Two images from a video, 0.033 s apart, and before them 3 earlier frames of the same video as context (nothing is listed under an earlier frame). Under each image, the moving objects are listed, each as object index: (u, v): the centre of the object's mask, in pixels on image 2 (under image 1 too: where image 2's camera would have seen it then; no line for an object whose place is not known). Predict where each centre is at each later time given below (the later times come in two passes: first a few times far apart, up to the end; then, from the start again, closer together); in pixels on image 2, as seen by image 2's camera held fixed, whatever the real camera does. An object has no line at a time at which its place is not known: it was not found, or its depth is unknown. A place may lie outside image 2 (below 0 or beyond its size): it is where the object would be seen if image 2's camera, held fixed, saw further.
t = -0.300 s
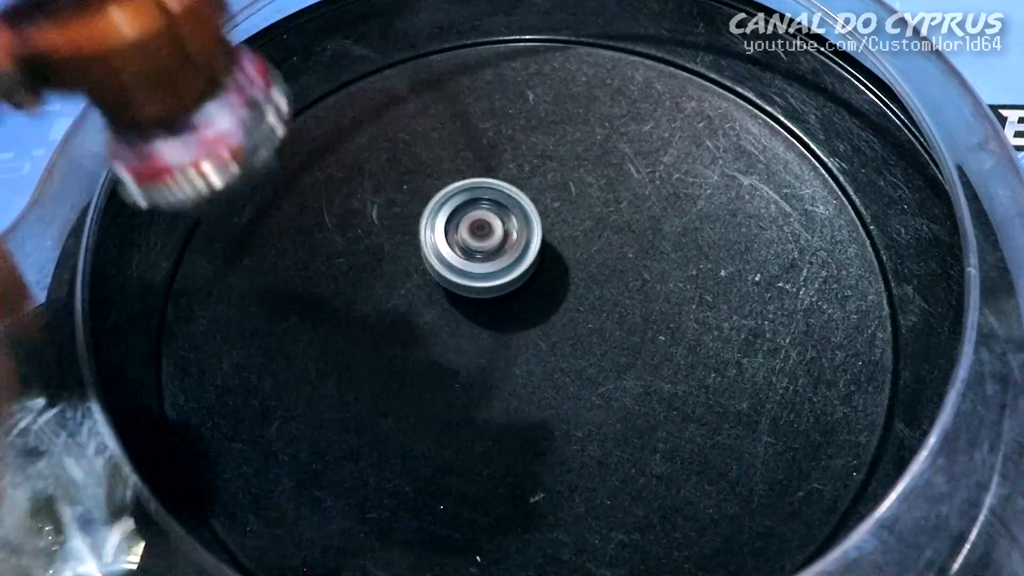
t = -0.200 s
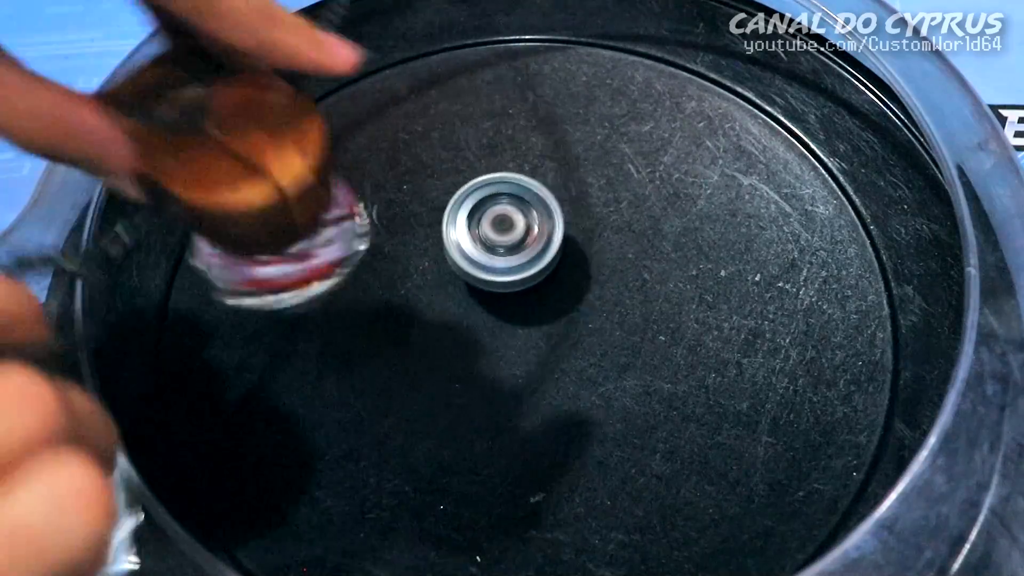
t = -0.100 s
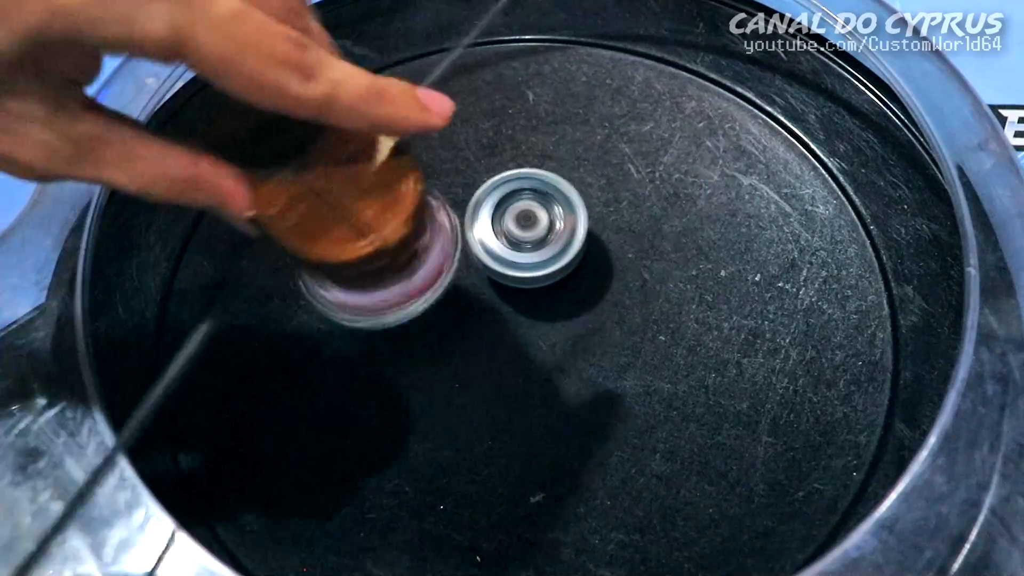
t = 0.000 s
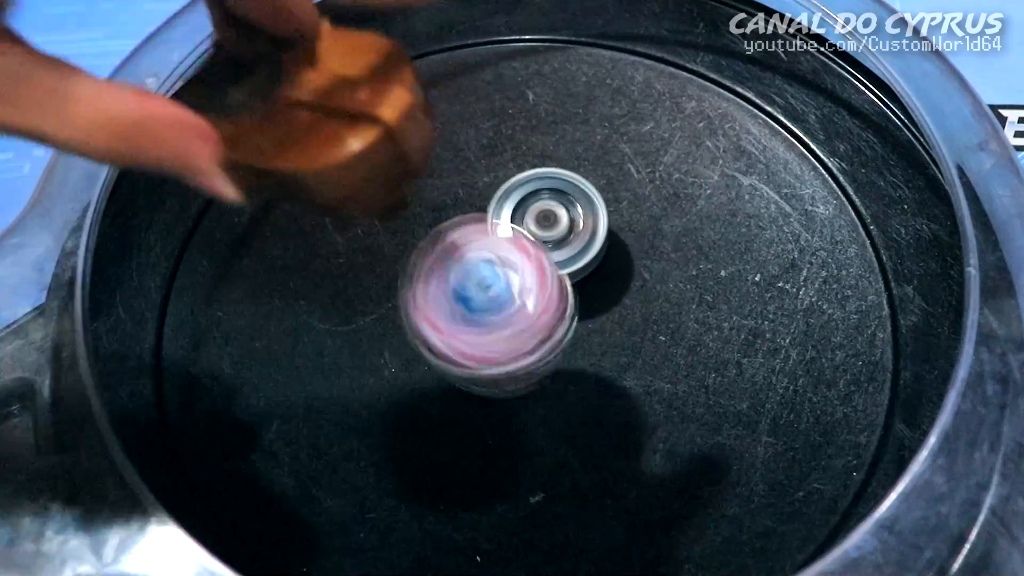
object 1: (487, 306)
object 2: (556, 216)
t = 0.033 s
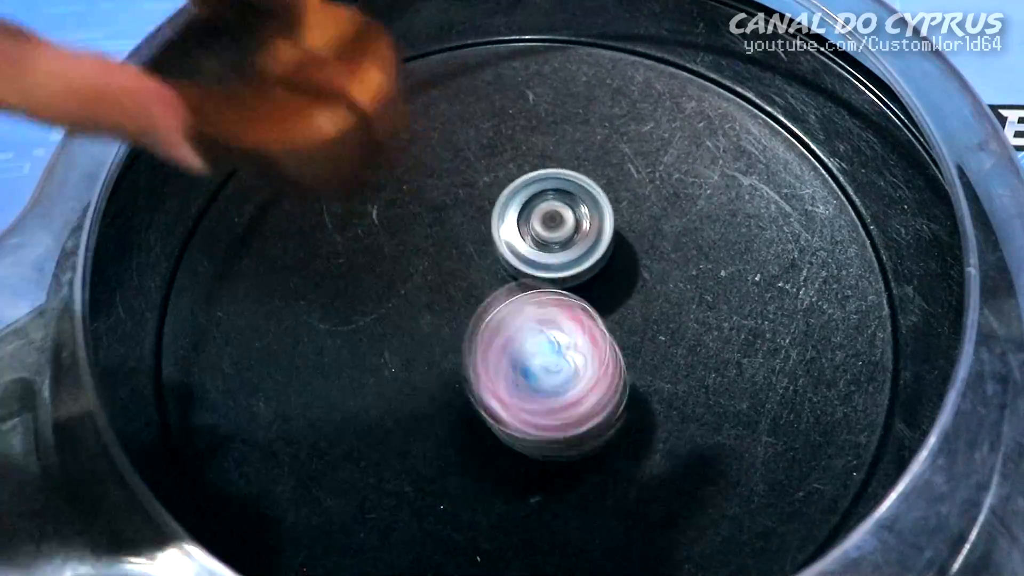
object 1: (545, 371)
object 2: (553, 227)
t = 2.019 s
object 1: (591, 436)
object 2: (404, 231)
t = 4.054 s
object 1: (529, 411)
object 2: (424, 254)
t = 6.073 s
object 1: (465, 316)
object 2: (595, 269)
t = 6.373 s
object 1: (262, 357)
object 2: (771, 185)
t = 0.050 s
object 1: (568, 387)
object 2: (555, 229)
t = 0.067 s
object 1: (586, 373)
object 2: (559, 228)
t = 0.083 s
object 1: (604, 363)
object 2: (562, 227)
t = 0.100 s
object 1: (623, 356)
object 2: (565, 230)
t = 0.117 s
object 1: (642, 354)
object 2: (568, 233)
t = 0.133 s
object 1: (660, 357)
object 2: (571, 236)
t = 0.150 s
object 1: (677, 364)
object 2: (572, 238)
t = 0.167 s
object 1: (694, 375)
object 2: (575, 239)
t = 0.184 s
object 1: (707, 384)
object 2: (578, 239)
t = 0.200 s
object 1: (716, 379)
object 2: (582, 239)
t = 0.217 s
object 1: (724, 378)
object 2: (585, 240)
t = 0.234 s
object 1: (729, 379)
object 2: (589, 244)
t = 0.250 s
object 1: (731, 377)
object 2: (592, 247)
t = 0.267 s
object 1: (731, 375)
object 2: (596, 248)
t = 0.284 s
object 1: (728, 373)
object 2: (600, 250)
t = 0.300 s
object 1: (723, 372)
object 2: (605, 250)
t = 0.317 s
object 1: (716, 372)
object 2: (610, 251)
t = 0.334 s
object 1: (708, 371)
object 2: (616, 253)
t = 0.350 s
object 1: (700, 369)
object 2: (621, 254)
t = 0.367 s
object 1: (692, 369)
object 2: (625, 255)
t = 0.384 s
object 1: (684, 369)
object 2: (628, 254)
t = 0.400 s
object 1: (680, 375)
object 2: (629, 251)
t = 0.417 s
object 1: (684, 393)
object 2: (621, 232)
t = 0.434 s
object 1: (686, 412)
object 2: (613, 212)
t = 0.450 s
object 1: (686, 427)
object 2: (604, 197)
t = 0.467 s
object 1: (684, 441)
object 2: (595, 185)
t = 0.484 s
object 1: (681, 451)
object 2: (586, 176)
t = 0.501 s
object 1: (678, 459)
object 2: (577, 171)
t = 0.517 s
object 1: (673, 464)
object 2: (569, 168)
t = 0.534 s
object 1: (667, 468)
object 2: (560, 167)
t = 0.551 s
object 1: (660, 469)
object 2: (552, 167)
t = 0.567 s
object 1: (653, 470)
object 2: (545, 168)
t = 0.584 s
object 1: (646, 470)
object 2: (538, 170)
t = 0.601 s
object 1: (639, 469)
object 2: (531, 174)
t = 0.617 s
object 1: (633, 468)
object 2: (525, 177)
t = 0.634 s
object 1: (627, 467)
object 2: (520, 182)
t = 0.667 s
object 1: (615, 466)
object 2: (509, 191)
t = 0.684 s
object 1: (608, 465)
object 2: (503, 198)
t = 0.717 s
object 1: (596, 461)
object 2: (493, 210)
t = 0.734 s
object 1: (591, 459)
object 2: (489, 217)
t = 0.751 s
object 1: (587, 457)
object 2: (486, 223)
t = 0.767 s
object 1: (582, 455)
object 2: (482, 229)
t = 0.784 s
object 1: (578, 452)
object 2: (480, 235)
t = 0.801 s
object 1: (574, 450)
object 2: (479, 241)
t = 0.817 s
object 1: (571, 448)
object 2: (478, 247)
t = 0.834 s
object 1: (567, 446)
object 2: (478, 254)
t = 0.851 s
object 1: (563, 444)
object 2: (478, 260)
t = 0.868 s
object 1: (559, 442)
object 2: (479, 268)
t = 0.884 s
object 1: (554, 439)
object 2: (480, 274)
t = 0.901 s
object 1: (551, 437)
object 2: (481, 281)
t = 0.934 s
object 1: (544, 432)
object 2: (485, 293)
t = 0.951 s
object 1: (541, 430)
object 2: (487, 298)
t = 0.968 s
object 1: (538, 427)
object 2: (489, 303)
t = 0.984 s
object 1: (537, 428)
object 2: (491, 306)
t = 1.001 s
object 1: (545, 450)
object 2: (487, 287)
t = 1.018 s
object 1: (556, 480)
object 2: (478, 257)
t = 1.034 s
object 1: (566, 502)
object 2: (470, 230)
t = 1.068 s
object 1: (582, 527)
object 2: (456, 191)
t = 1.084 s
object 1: (588, 535)
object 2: (450, 173)
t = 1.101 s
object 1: (593, 542)
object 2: (446, 160)
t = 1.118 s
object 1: (596, 546)
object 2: (440, 148)
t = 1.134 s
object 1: (597, 549)
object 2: (435, 141)
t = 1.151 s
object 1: (596, 551)
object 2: (429, 136)
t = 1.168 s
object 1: (593, 552)
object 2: (423, 133)
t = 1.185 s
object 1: (589, 551)
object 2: (417, 133)
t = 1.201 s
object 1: (583, 551)
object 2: (411, 135)
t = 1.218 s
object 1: (575, 550)
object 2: (404, 138)
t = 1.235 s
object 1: (567, 548)
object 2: (397, 142)
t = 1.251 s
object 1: (560, 546)
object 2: (389, 146)
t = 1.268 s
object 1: (552, 544)
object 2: (382, 150)
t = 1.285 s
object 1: (543, 541)
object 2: (376, 153)
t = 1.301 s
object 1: (536, 538)
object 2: (370, 158)
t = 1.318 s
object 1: (528, 534)
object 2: (364, 162)
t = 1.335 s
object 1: (522, 530)
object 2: (360, 167)
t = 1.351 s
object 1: (515, 525)
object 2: (357, 172)
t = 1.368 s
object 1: (510, 521)
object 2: (354, 177)
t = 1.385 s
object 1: (505, 516)
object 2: (353, 183)
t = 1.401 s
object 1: (501, 510)
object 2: (352, 189)
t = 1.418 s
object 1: (498, 503)
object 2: (351, 195)
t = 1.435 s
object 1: (495, 497)
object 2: (351, 202)
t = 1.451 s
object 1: (492, 488)
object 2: (351, 208)
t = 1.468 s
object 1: (490, 480)
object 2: (352, 215)
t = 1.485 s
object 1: (489, 472)
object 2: (352, 221)
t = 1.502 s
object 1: (488, 467)
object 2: (353, 228)
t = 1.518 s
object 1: (487, 461)
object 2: (355, 234)
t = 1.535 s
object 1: (486, 454)
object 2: (358, 239)
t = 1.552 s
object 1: (487, 449)
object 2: (360, 245)
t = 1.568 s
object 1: (487, 446)
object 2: (363, 251)
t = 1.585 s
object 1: (488, 442)
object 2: (366, 256)
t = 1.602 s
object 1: (488, 438)
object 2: (370, 262)
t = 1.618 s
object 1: (489, 434)
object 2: (374, 267)
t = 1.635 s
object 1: (490, 430)
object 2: (379, 271)
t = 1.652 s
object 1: (490, 428)
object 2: (384, 275)
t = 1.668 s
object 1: (491, 424)
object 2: (390, 278)
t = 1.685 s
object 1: (492, 420)
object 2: (396, 282)
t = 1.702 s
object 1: (493, 416)
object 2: (403, 285)
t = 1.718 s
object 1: (494, 414)
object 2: (409, 288)
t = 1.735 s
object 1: (496, 411)
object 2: (416, 291)
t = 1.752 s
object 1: (497, 407)
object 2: (422, 294)
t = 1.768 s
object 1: (498, 404)
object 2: (428, 296)
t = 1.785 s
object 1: (503, 406)
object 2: (431, 294)
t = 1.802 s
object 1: (517, 418)
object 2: (423, 278)
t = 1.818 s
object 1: (531, 429)
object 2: (416, 261)
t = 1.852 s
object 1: (557, 445)
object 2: (407, 235)
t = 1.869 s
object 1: (567, 450)
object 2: (405, 227)
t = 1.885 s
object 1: (575, 453)
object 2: (404, 222)
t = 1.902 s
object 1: (581, 453)
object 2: (403, 220)
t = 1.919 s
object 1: (586, 452)
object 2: (403, 219)
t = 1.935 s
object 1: (589, 451)
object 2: (403, 220)
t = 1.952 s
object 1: (591, 448)
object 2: (403, 221)
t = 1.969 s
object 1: (592, 444)
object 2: (403, 223)
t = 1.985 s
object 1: (593, 443)
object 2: (404, 226)
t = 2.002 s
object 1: (592, 440)
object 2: (404, 228)
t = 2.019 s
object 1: (591, 436)
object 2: (404, 231)
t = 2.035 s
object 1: (591, 433)
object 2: (405, 234)
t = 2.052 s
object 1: (591, 431)
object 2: (406, 238)
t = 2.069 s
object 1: (590, 428)
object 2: (408, 242)
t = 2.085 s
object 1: (589, 425)
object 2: (411, 245)
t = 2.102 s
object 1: (588, 421)
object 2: (413, 247)
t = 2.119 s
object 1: (588, 420)
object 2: (416, 249)
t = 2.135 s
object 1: (586, 416)
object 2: (419, 251)
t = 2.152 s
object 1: (585, 412)
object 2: (423, 253)
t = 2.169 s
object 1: (585, 409)
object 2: (427, 256)
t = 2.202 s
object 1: (583, 403)
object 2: (437, 260)
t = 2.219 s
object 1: (582, 399)
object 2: (442, 262)
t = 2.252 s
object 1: (581, 393)
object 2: (452, 266)
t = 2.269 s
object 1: (580, 390)
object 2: (457, 268)
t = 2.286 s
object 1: (579, 386)
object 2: (462, 269)
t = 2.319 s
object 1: (577, 379)
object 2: (472, 272)
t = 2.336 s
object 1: (576, 374)
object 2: (477, 273)
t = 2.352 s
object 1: (575, 370)
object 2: (482, 274)
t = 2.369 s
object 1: (575, 367)
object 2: (487, 274)
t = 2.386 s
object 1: (577, 366)
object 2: (489, 271)
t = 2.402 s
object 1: (580, 367)
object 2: (492, 267)
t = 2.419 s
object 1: (583, 366)
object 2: (494, 264)
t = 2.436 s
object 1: (585, 365)
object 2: (496, 262)
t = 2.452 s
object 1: (586, 363)
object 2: (499, 261)
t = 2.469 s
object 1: (586, 360)
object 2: (502, 260)
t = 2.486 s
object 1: (586, 357)
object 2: (505, 258)
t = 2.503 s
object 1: (586, 356)
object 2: (507, 256)
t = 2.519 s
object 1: (586, 353)
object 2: (509, 255)
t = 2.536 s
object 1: (597, 363)
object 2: (503, 243)
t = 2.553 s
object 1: (611, 376)
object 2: (491, 226)
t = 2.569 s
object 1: (624, 388)
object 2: (482, 212)
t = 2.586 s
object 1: (634, 397)
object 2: (475, 200)
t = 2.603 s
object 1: (642, 404)
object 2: (470, 192)
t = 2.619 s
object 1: (647, 409)
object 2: (465, 188)
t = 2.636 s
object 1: (651, 413)
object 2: (460, 185)
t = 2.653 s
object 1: (652, 414)
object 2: (457, 183)
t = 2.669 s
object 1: (652, 413)
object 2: (453, 183)
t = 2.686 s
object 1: (652, 413)
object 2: (450, 184)
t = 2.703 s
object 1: (650, 411)
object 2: (446, 185)
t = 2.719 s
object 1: (647, 408)
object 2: (443, 187)
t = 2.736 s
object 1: (644, 405)
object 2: (440, 189)
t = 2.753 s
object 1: (642, 404)
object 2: (438, 192)
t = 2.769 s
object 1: (637, 401)
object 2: (436, 195)
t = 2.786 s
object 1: (633, 398)
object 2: (435, 199)
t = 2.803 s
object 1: (630, 396)
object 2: (434, 202)
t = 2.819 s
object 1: (626, 394)
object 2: (434, 206)
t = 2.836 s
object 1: (621, 392)
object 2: (434, 210)
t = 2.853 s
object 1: (617, 388)
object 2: (434, 214)
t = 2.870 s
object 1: (614, 387)
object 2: (435, 218)
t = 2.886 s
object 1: (609, 384)
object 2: (437, 222)
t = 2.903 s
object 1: (605, 381)
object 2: (438, 226)
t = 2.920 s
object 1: (601, 378)
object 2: (441, 230)
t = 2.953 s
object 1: (594, 374)
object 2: (446, 239)
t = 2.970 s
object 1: (590, 371)
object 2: (449, 243)
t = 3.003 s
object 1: (583, 367)
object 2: (456, 253)
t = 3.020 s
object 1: (579, 363)
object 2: (460, 257)
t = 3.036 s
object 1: (576, 361)
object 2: (463, 261)
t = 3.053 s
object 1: (573, 359)
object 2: (468, 264)
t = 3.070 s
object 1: (569, 357)
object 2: (472, 267)
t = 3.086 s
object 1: (569, 357)
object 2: (475, 268)
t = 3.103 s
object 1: (574, 362)
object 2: (472, 263)
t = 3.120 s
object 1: (578, 365)
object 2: (471, 261)
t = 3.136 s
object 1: (579, 366)
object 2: (471, 260)
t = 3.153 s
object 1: (580, 366)
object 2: (473, 260)
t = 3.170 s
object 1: (580, 366)
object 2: (475, 260)
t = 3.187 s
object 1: (578, 365)
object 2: (477, 260)
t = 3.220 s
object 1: (575, 362)
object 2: (481, 262)
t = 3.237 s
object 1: (574, 361)
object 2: (484, 264)
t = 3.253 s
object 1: (571, 359)
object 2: (486, 264)
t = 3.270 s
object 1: (572, 361)
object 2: (486, 263)
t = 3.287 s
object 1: (574, 363)
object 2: (486, 261)
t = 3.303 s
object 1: (574, 363)
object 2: (486, 260)
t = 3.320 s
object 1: (573, 363)
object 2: (487, 260)
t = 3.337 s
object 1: (572, 362)
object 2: (488, 259)
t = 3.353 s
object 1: (571, 362)
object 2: (489, 259)
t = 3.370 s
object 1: (569, 360)
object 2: (491, 259)
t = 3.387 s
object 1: (570, 362)
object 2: (491, 258)
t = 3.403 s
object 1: (571, 364)
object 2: (489, 253)
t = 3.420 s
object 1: (571, 366)
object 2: (488, 251)
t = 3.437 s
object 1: (571, 366)
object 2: (487, 249)
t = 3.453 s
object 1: (570, 366)
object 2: (487, 247)
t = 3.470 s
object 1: (569, 366)
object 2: (486, 246)
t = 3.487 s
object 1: (567, 365)
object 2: (485, 245)
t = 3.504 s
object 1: (565, 364)
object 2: (485, 245)
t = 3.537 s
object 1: (559, 362)
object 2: (485, 246)
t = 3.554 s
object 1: (556, 361)
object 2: (484, 246)
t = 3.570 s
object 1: (553, 361)
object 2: (484, 247)
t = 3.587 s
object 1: (550, 360)
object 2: (483, 248)
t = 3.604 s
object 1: (547, 359)
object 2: (482, 249)
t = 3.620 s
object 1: (544, 357)
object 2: (482, 250)
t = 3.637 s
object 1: (545, 363)
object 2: (479, 247)
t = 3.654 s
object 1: (551, 376)
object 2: (472, 234)
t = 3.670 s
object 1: (557, 388)
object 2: (464, 223)
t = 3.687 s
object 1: (562, 398)
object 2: (459, 215)
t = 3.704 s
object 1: (566, 407)
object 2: (454, 211)
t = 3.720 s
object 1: (567, 412)
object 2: (450, 208)
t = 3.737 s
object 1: (567, 416)
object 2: (446, 205)
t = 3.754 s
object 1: (567, 419)
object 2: (443, 204)
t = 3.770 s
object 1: (566, 420)
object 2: (439, 204)
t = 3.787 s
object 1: (564, 421)
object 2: (436, 205)
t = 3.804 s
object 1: (562, 421)
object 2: (434, 206)
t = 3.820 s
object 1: (560, 422)
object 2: (431, 208)
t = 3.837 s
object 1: (557, 421)
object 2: (428, 210)
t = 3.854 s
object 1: (554, 421)
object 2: (426, 212)
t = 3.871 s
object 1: (552, 421)
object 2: (424, 214)
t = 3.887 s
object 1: (550, 420)
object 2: (423, 217)
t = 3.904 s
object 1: (547, 419)
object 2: (422, 220)
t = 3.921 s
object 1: (546, 419)
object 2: (421, 223)
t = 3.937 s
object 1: (543, 419)
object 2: (420, 227)
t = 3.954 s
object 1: (541, 417)
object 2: (419, 231)
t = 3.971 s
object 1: (539, 417)
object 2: (419, 235)
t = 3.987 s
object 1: (537, 416)
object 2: (419, 238)
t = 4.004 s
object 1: (535, 415)
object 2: (420, 242)
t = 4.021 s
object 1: (533, 414)
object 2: (421, 246)
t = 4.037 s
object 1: (531, 413)
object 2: (422, 250)
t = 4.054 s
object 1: (529, 411)
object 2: (424, 254)
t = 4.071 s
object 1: (527, 410)
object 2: (427, 258)
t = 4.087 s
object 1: (525, 409)
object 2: (431, 261)
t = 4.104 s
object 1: (523, 408)
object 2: (434, 265)
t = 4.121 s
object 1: (521, 405)
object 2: (438, 268)
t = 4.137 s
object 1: (520, 405)
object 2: (443, 272)
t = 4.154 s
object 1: (518, 403)
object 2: (448, 275)
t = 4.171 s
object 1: (517, 400)
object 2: (453, 278)
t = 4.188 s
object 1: (516, 400)
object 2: (458, 280)
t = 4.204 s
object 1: (514, 398)
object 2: (463, 281)
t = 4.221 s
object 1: (516, 403)
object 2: (466, 278)
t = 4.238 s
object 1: (521, 417)
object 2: (465, 261)
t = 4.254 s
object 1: (527, 431)
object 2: (464, 245)
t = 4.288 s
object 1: (535, 450)
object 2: (463, 224)
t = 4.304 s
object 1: (538, 457)
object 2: (463, 218)
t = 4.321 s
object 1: (540, 460)
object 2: (463, 214)
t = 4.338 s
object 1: (540, 462)
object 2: (463, 211)
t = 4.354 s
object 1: (539, 463)
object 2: (463, 208)
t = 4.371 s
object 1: (538, 463)
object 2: (462, 207)
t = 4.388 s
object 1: (537, 462)
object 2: (461, 207)
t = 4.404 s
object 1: (536, 462)
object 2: (461, 207)
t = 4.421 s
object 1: (534, 461)
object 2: (460, 207)
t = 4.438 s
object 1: (532, 459)
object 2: (459, 208)
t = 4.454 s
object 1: (530, 458)
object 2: (458, 209)
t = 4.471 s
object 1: (528, 456)
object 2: (457, 209)
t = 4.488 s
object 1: (526, 454)
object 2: (457, 210)
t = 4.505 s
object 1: (525, 453)
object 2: (457, 211)
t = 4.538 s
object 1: (521, 448)
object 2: (458, 213)
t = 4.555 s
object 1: (519, 446)
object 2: (459, 214)
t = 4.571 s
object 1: (518, 445)
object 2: (460, 215)
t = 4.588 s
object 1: (516, 441)
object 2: (461, 216)
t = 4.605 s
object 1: (515, 438)
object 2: (463, 217)
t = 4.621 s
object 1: (514, 437)
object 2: (465, 219)
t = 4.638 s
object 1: (513, 433)
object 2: (467, 221)
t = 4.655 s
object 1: (512, 430)
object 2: (470, 223)
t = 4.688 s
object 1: (511, 425)
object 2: (476, 227)
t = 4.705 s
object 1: (509, 421)
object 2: (479, 229)
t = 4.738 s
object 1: (509, 416)
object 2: (486, 232)
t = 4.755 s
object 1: (508, 412)
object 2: (490, 234)
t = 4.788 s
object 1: (507, 407)
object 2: (497, 238)
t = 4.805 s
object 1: (506, 403)
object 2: (501, 240)
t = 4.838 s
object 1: (506, 397)
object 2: (510, 243)
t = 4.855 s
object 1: (505, 393)
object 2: (514, 245)
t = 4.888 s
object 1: (504, 387)
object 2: (522, 248)
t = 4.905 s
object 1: (503, 382)
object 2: (527, 250)
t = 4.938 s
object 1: (503, 375)
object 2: (535, 252)
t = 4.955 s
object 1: (503, 371)
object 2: (539, 253)
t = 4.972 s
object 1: (503, 370)
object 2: (544, 253)
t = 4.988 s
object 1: (503, 371)
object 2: (549, 249)
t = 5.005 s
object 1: (503, 370)
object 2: (553, 247)
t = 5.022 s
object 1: (503, 369)
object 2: (556, 245)
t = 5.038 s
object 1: (504, 368)
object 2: (559, 244)
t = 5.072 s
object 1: (505, 364)
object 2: (565, 242)
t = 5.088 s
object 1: (506, 362)
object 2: (567, 241)
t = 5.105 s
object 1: (506, 359)
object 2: (570, 241)
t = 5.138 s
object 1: (507, 355)
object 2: (574, 241)
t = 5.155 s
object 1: (507, 352)
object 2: (575, 240)
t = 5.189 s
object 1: (507, 347)
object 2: (579, 239)
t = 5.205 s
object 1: (506, 343)
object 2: (581, 239)
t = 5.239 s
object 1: (506, 340)
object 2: (584, 237)
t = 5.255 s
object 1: (504, 340)
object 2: (587, 235)
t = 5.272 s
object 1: (503, 339)
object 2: (590, 234)
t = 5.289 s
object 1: (503, 339)
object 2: (593, 232)
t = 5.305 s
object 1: (502, 338)
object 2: (595, 231)
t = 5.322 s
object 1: (503, 336)
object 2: (595, 231)
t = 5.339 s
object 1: (503, 335)
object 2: (596, 231)
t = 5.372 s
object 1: (503, 331)
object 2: (598, 231)
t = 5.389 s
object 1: (503, 330)
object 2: (598, 232)
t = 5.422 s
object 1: (504, 326)
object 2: (598, 234)
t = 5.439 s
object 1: (504, 325)
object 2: (598, 235)
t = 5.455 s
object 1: (503, 324)
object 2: (599, 236)
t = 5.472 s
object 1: (495, 331)
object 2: (606, 227)
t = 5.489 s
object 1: (488, 338)
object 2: (616, 219)
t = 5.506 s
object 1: (481, 343)
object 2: (623, 214)
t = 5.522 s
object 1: (476, 347)
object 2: (628, 209)
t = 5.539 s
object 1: (473, 349)
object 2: (632, 206)
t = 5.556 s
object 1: (470, 350)
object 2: (634, 204)
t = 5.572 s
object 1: (469, 350)
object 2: (636, 203)
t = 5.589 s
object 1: (468, 350)
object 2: (637, 201)
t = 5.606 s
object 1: (467, 349)
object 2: (636, 201)
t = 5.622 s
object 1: (466, 347)
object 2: (635, 200)
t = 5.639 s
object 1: (466, 347)
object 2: (635, 201)
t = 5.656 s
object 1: (465, 345)
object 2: (634, 201)
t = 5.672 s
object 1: (465, 343)
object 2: (633, 202)
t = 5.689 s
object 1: (464, 342)
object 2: (630, 203)
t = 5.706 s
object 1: (464, 340)
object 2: (629, 204)
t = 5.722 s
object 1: (463, 339)
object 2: (627, 205)
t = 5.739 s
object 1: (463, 338)
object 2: (626, 206)
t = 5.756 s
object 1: (462, 335)
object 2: (624, 207)
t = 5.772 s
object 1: (462, 334)
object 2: (622, 209)
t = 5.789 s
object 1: (462, 333)
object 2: (621, 211)
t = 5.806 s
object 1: (461, 331)
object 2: (620, 213)
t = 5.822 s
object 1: (461, 330)
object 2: (618, 216)
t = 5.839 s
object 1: (460, 329)
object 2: (616, 220)
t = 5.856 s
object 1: (460, 327)
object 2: (614, 223)
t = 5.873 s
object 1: (461, 327)
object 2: (612, 226)
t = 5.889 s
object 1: (461, 326)
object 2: (610, 230)
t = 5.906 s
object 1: (461, 324)
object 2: (608, 234)
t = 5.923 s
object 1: (461, 324)
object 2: (606, 238)
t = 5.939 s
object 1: (462, 323)
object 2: (605, 241)
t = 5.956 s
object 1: (462, 321)
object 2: (603, 245)
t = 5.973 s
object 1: (462, 321)
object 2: (601, 249)
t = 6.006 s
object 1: (463, 318)
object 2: (599, 256)
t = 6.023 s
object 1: (464, 318)
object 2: (598, 259)
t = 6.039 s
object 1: (464, 317)
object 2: (597, 262)
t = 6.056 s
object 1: (465, 316)
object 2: (596, 266)
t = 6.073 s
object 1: (465, 316)
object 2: (595, 269)
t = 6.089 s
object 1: (458, 318)
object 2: (601, 270)
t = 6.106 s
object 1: (428, 327)
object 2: (634, 257)
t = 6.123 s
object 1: (397, 335)
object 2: (671, 245)
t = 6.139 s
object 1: (367, 343)
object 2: (703, 234)
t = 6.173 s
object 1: (319, 356)
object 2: (751, 217)
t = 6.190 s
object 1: (299, 361)
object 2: (768, 209)
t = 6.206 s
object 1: (284, 364)
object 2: (781, 204)
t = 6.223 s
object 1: (271, 367)
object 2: (789, 199)
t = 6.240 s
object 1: (262, 369)
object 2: (794, 194)
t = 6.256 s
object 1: (257, 369)
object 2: (795, 191)
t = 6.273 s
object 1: (254, 369)
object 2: (794, 189)
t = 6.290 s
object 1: (252, 368)
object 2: (792, 187)
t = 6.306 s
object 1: (253, 367)
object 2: (789, 186)
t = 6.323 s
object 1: (254, 365)
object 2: (785, 185)
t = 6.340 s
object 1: (256, 362)
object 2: (781, 185)
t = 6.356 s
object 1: (259, 360)
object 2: (776, 184)
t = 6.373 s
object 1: (262, 357)
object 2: (771, 185)
